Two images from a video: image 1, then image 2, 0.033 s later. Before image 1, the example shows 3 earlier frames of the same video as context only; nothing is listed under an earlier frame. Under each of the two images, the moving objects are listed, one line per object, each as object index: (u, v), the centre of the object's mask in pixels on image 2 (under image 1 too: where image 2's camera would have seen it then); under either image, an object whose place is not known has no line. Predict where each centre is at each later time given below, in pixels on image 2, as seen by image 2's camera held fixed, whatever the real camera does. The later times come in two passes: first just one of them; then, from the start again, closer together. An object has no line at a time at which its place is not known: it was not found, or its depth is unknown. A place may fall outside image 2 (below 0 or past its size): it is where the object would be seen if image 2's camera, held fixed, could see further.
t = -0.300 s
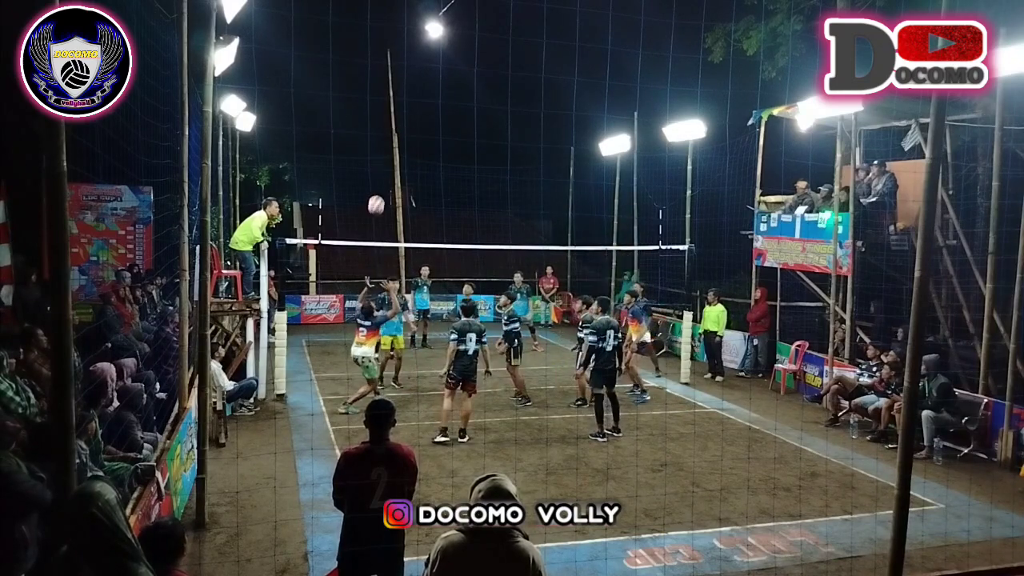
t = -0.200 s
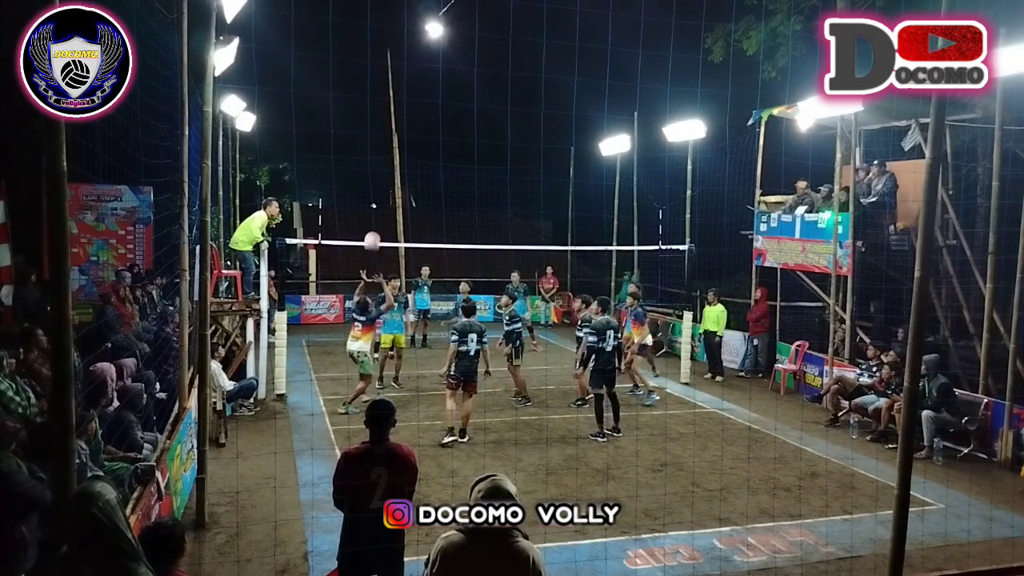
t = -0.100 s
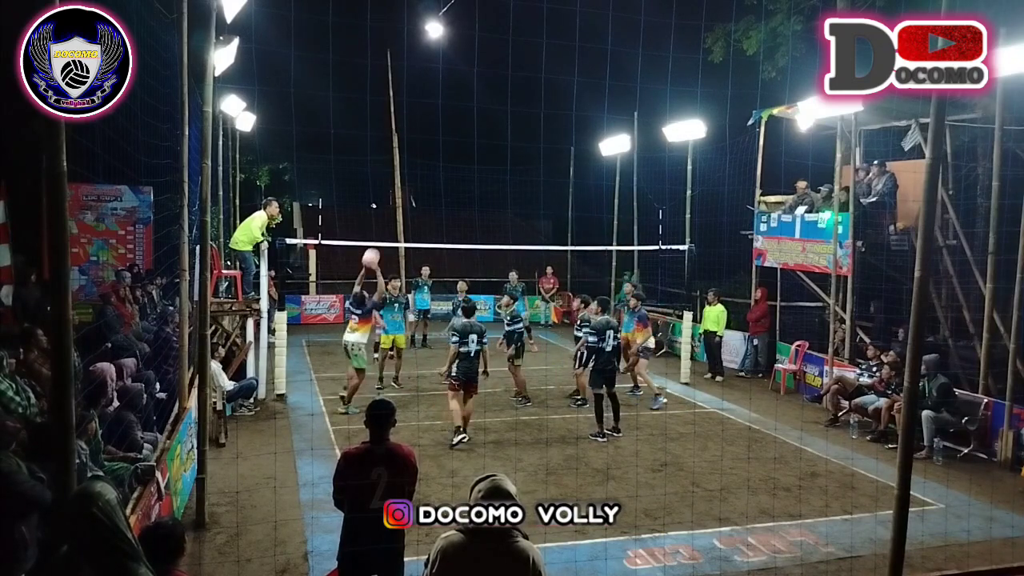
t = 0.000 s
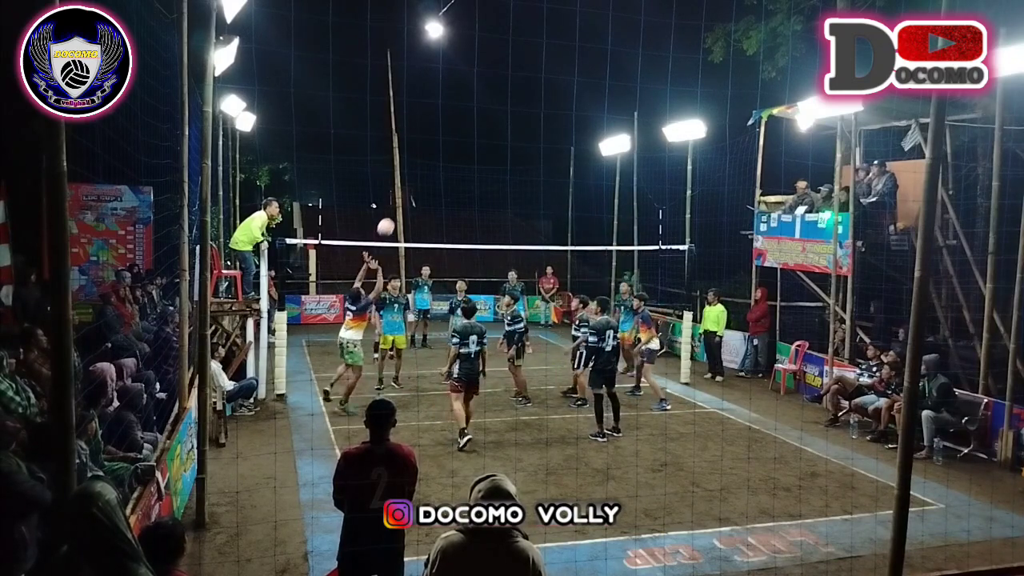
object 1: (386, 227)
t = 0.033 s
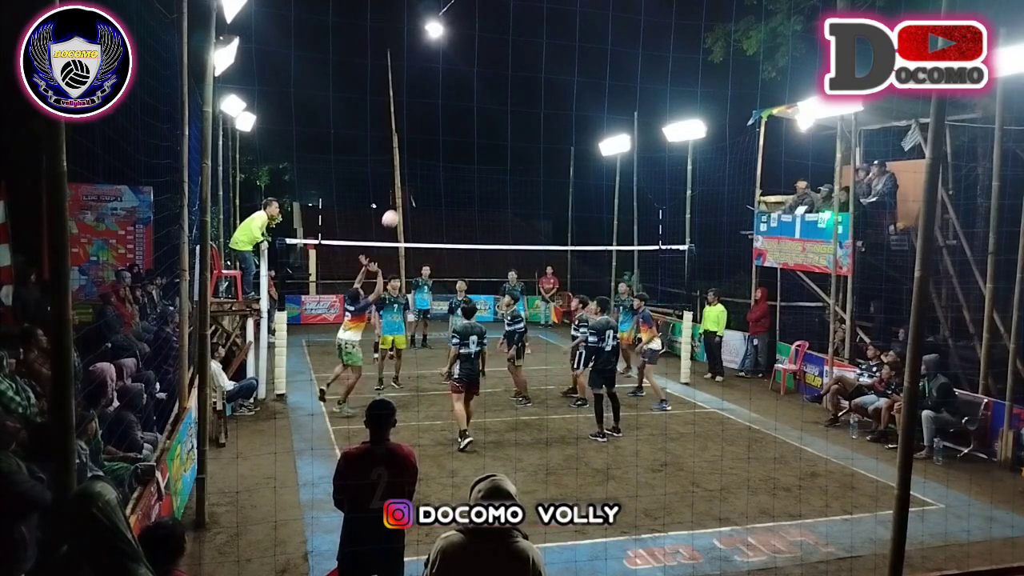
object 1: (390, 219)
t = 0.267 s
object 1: (420, 186)
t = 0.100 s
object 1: (399, 205)
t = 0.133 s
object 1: (404, 199)
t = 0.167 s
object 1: (408, 195)
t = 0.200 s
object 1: (412, 191)
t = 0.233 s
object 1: (416, 188)
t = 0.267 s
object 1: (420, 186)
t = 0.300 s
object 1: (424, 185)
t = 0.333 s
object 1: (428, 185)
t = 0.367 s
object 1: (431, 185)
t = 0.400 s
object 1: (435, 186)
